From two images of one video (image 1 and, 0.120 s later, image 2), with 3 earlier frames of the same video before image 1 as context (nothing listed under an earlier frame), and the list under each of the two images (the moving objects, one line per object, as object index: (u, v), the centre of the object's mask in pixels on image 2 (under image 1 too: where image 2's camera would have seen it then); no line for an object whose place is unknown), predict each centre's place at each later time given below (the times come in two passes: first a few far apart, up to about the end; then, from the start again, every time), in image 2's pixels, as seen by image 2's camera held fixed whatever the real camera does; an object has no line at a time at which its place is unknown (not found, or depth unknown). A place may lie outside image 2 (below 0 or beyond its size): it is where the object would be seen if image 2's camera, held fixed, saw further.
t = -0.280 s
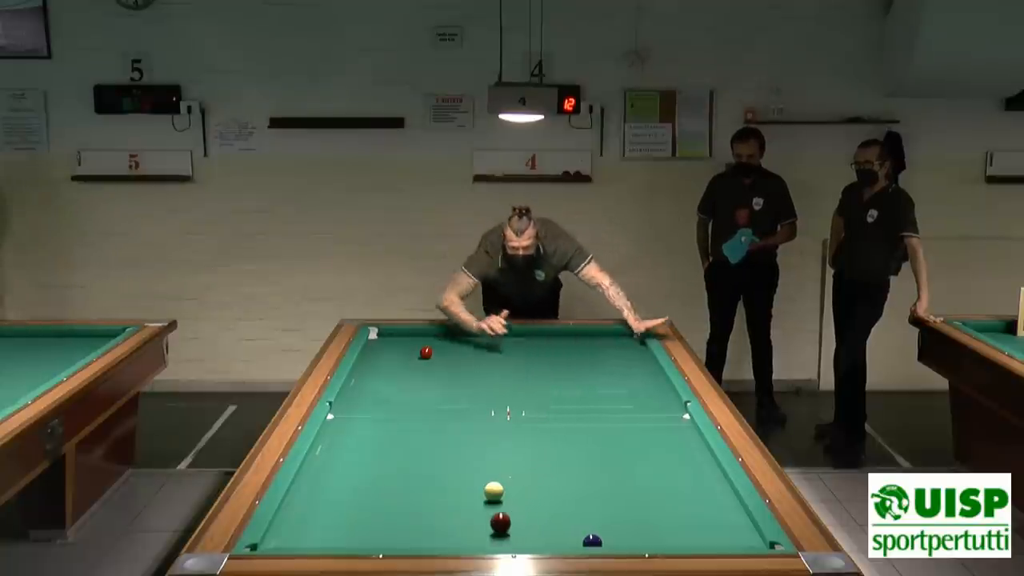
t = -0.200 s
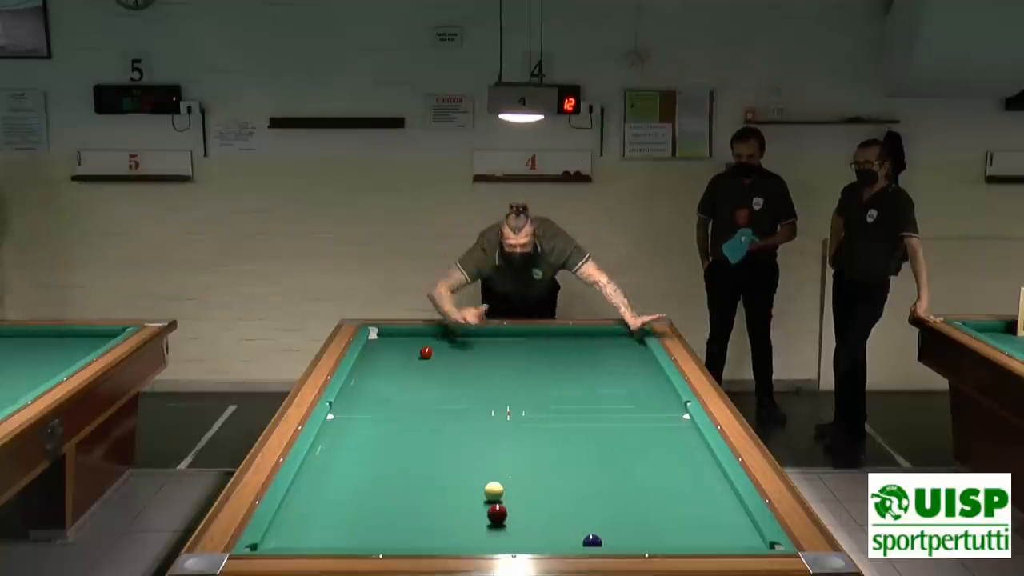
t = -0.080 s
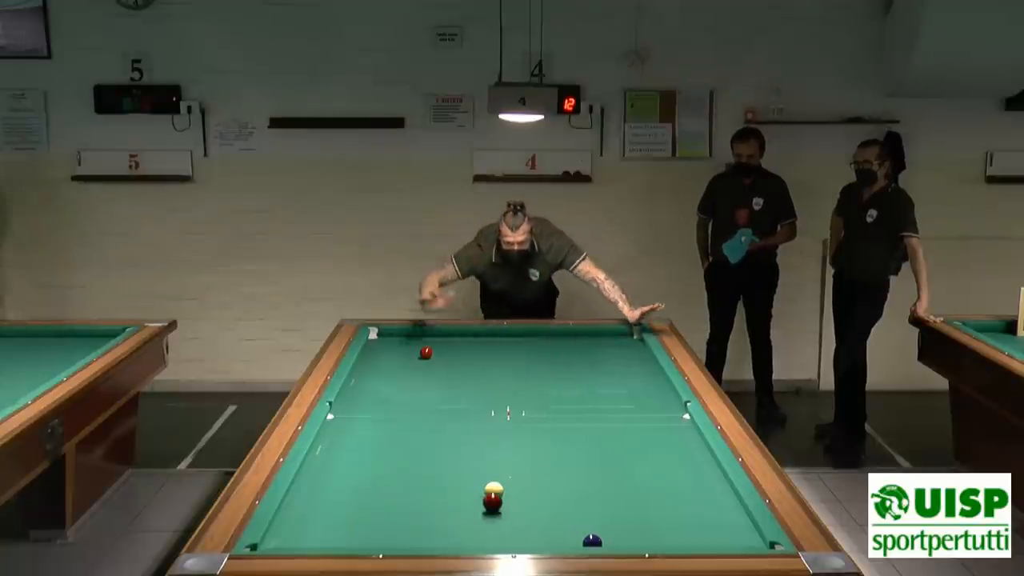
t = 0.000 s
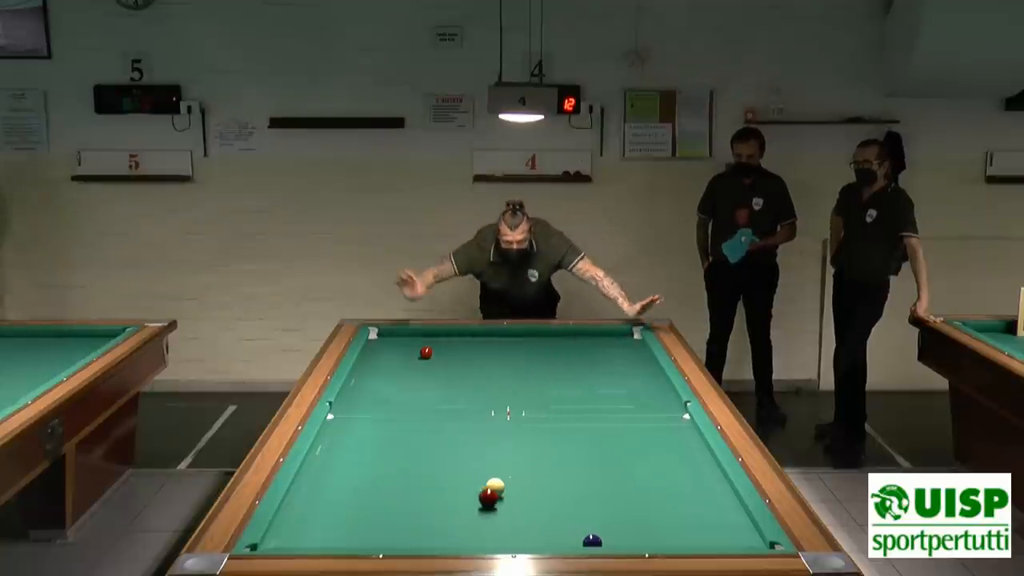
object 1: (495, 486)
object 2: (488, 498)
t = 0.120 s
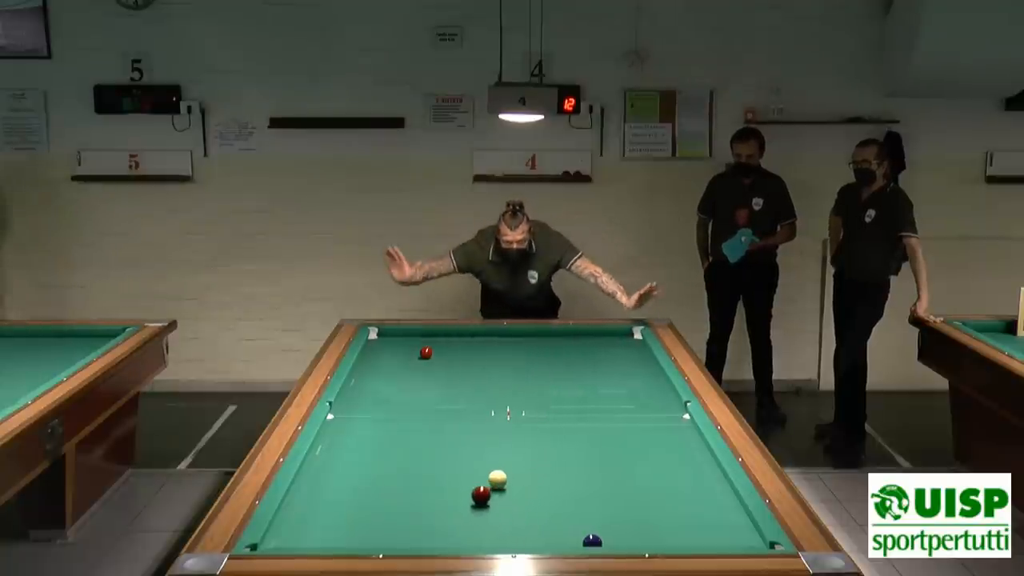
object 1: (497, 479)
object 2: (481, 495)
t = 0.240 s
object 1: (499, 473)
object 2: (474, 492)
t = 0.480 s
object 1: (503, 460)
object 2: (461, 486)
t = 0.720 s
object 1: (506, 448)
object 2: (449, 480)
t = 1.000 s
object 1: (509, 436)
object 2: (437, 474)
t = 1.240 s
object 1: (512, 427)
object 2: (426, 469)
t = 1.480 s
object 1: (515, 418)
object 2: (417, 464)
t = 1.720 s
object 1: (517, 410)
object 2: (408, 460)
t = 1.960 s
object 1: (519, 402)
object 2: (400, 456)
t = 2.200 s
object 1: (521, 395)
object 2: (392, 452)
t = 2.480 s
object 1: (523, 388)
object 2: (384, 448)
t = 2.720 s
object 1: (525, 381)
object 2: (377, 445)
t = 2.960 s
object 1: (526, 375)
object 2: (371, 442)
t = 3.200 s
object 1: (527, 370)
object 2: (365, 439)
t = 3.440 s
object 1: (529, 365)
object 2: (360, 437)
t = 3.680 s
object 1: (530, 361)
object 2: (355, 434)
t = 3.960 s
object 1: (531, 356)
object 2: (350, 432)
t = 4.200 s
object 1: (532, 352)
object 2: (346, 429)
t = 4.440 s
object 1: (533, 348)
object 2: (342, 427)
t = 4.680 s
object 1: (534, 344)
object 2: (339, 426)
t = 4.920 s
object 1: (535, 341)
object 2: (336, 425)
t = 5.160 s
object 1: (536, 337)
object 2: (334, 423)
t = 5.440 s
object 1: (536, 334)
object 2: (332, 422)
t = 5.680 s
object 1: (537, 333)
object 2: (335, 421)
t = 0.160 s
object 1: (498, 477)
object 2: (479, 494)
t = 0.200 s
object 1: (499, 475)
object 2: (476, 493)
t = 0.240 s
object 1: (499, 473)
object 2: (474, 492)
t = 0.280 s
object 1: (500, 470)
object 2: (472, 491)
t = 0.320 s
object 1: (500, 468)
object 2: (470, 490)
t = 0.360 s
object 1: (501, 466)
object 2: (467, 489)
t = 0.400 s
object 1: (501, 464)
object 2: (465, 488)
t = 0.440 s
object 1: (502, 462)
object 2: (463, 487)
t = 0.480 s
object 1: (503, 460)
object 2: (461, 486)
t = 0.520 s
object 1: (503, 458)
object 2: (459, 485)
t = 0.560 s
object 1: (504, 456)
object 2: (457, 484)
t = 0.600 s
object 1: (504, 454)
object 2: (455, 483)
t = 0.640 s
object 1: (505, 452)
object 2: (453, 482)
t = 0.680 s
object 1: (505, 450)
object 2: (451, 481)
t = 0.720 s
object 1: (506, 448)
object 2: (449, 480)
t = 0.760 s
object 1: (506, 447)
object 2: (448, 479)
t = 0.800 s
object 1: (507, 445)
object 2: (446, 478)
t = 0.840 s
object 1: (507, 443)
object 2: (444, 477)
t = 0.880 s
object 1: (508, 442)
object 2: (442, 477)
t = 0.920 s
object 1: (508, 440)
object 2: (440, 475)
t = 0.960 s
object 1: (509, 438)
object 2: (438, 475)
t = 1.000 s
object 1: (509, 436)
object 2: (437, 474)
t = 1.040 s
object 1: (510, 435)
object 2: (435, 473)
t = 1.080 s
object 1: (510, 433)
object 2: (433, 472)
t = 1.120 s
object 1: (511, 432)
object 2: (432, 471)
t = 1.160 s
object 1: (511, 430)
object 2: (430, 471)
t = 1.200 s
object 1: (512, 428)
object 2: (428, 470)
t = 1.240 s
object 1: (512, 427)
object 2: (426, 469)
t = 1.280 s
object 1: (513, 425)
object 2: (425, 468)
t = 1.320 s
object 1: (513, 424)
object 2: (423, 468)
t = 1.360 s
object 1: (513, 422)
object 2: (422, 467)
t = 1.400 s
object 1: (514, 421)
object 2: (420, 466)
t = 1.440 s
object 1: (514, 419)
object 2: (419, 465)
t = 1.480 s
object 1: (515, 418)
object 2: (417, 464)
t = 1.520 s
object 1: (515, 417)
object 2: (415, 464)
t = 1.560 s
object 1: (516, 415)
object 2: (414, 463)
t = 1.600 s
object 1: (516, 414)
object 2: (413, 462)
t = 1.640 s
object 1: (516, 413)
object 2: (411, 462)
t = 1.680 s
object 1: (516, 411)
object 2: (409, 461)
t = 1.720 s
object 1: (517, 410)
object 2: (408, 460)
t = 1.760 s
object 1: (517, 409)
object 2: (407, 459)
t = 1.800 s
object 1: (518, 407)
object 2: (405, 459)
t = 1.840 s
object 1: (518, 406)
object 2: (404, 458)
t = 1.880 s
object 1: (518, 405)
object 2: (402, 457)
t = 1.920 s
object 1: (519, 404)
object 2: (401, 457)
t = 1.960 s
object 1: (519, 402)
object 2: (400, 456)
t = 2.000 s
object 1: (519, 401)
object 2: (399, 455)
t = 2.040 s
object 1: (520, 400)
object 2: (397, 455)
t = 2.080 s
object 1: (520, 399)
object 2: (396, 454)
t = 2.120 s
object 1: (520, 397)
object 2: (395, 454)
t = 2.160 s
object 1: (521, 396)
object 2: (393, 453)
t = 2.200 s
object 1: (521, 395)
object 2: (392, 452)
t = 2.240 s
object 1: (521, 394)
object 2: (391, 452)
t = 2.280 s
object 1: (522, 393)
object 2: (390, 451)
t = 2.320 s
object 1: (522, 392)
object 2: (388, 450)
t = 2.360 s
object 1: (522, 391)
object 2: (387, 450)
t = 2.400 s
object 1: (522, 390)
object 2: (386, 449)
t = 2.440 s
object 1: (523, 389)
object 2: (385, 449)
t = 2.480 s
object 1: (523, 388)
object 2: (384, 448)
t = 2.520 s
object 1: (523, 387)
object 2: (383, 448)
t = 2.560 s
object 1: (523, 386)
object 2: (381, 447)
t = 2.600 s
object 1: (524, 385)
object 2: (380, 447)
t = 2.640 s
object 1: (524, 384)
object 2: (379, 446)
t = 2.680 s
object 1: (524, 382)
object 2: (378, 445)
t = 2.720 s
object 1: (525, 381)
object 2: (377, 445)
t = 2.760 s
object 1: (525, 380)
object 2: (376, 445)
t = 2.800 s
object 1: (525, 379)
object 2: (375, 444)
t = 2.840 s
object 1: (525, 378)
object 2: (374, 443)
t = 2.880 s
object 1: (526, 378)
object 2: (373, 443)
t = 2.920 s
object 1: (526, 377)
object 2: (372, 443)
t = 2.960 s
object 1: (526, 375)
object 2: (371, 442)
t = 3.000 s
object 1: (526, 375)
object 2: (370, 442)
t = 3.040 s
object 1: (527, 374)
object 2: (369, 441)
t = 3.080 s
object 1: (527, 373)
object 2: (368, 441)
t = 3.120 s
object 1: (527, 372)
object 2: (367, 440)
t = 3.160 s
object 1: (527, 371)
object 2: (366, 440)
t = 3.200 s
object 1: (527, 370)
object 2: (365, 439)
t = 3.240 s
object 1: (527, 369)
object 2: (364, 439)
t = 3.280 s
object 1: (528, 368)
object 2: (363, 438)
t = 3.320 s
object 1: (528, 368)
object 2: (362, 438)
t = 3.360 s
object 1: (528, 367)
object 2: (362, 437)
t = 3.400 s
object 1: (528, 366)
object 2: (361, 437)
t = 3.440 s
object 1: (529, 365)
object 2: (360, 437)
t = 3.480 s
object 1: (529, 364)
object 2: (359, 436)
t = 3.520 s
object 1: (529, 364)
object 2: (358, 436)
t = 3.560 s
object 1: (529, 363)
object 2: (358, 435)
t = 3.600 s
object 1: (529, 362)
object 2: (357, 435)
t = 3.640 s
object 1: (530, 361)
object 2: (356, 435)
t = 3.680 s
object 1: (530, 361)
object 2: (355, 434)
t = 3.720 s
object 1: (530, 360)
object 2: (354, 434)
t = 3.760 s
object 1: (530, 359)
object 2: (354, 433)
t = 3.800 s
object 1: (530, 358)
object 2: (353, 433)
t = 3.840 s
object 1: (531, 358)
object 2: (352, 432)
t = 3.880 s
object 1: (531, 357)
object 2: (351, 432)
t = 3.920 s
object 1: (531, 356)
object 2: (351, 432)
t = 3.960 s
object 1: (531, 356)
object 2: (350, 432)
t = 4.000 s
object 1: (532, 355)
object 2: (349, 431)
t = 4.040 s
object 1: (532, 354)
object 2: (349, 431)
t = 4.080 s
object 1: (532, 354)
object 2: (348, 430)
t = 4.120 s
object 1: (532, 353)
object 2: (347, 430)
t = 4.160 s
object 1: (532, 352)
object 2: (346, 430)
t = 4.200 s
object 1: (532, 352)
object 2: (346, 429)
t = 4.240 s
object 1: (533, 351)
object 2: (345, 429)
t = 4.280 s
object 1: (533, 350)
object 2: (345, 429)
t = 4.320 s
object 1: (533, 350)
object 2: (344, 428)
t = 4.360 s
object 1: (533, 349)
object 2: (344, 428)
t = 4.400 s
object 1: (533, 348)
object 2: (343, 428)
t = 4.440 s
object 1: (533, 348)
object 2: (342, 427)
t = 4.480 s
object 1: (533, 347)
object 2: (342, 427)
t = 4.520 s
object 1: (534, 346)
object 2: (341, 427)
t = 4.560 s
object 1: (534, 346)
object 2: (340, 426)
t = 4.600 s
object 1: (534, 345)
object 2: (340, 426)
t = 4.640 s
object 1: (534, 345)
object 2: (339, 426)
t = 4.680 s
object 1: (534, 344)
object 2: (339, 426)
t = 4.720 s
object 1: (534, 343)
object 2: (338, 425)
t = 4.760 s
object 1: (534, 343)
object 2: (338, 425)
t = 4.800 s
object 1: (535, 342)
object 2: (338, 425)
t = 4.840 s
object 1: (535, 342)
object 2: (337, 425)
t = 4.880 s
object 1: (535, 341)
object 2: (337, 425)
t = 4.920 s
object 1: (535, 341)
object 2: (336, 425)
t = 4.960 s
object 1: (535, 340)
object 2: (336, 424)
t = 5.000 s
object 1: (535, 340)
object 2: (335, 424)
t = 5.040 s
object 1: (535, 339)
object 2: (335, 424)
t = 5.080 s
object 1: (536, 338)
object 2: (334, 423)
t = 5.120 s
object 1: (536, 338)
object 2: (334, 423)
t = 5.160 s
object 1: (536, 337)
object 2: (334, 423)
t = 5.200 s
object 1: (536, 337)
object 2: (333, 423)
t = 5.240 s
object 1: (536, 337)
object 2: (333, 423)
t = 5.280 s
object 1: (536, 336)
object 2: (332, 422)
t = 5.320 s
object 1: (536, 336)
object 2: (332, 422)
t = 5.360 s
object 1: (536, 335)
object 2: (332, 422)
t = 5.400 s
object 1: (536, 335)
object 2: (332, 422)
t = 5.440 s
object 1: (536, 334)
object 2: (332, 422)
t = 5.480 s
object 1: (536, 334)
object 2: (333, 421)
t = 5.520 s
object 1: (537, 333)
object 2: (333, 421)
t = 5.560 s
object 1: (537, 333)
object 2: (334, 421)
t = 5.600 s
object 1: (537, 333)
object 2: (334, 421)
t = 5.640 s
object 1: (537, 333)
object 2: (334, 421)
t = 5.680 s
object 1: (537, 333)
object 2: (335, 421)
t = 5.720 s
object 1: (537, 333)
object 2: (335, 421)
